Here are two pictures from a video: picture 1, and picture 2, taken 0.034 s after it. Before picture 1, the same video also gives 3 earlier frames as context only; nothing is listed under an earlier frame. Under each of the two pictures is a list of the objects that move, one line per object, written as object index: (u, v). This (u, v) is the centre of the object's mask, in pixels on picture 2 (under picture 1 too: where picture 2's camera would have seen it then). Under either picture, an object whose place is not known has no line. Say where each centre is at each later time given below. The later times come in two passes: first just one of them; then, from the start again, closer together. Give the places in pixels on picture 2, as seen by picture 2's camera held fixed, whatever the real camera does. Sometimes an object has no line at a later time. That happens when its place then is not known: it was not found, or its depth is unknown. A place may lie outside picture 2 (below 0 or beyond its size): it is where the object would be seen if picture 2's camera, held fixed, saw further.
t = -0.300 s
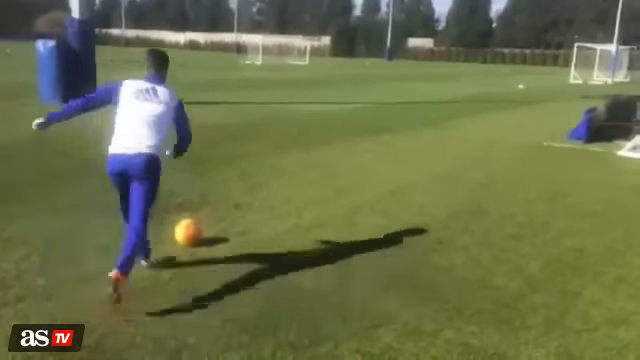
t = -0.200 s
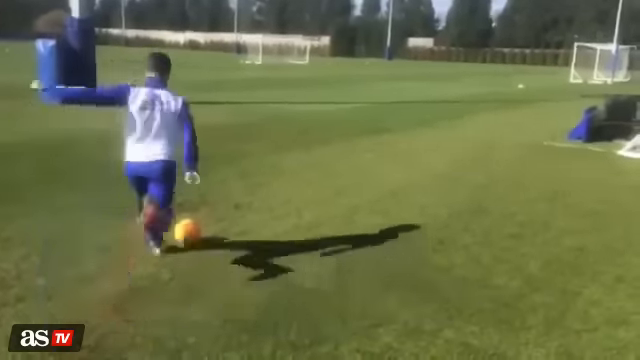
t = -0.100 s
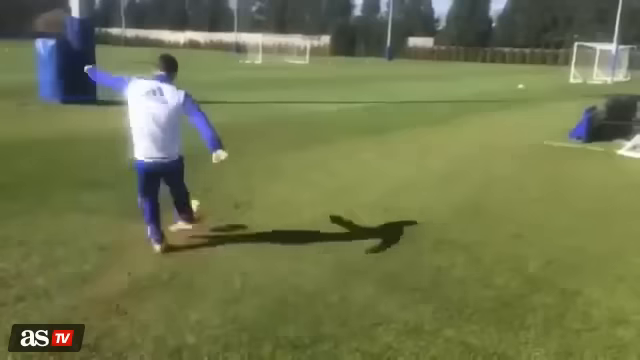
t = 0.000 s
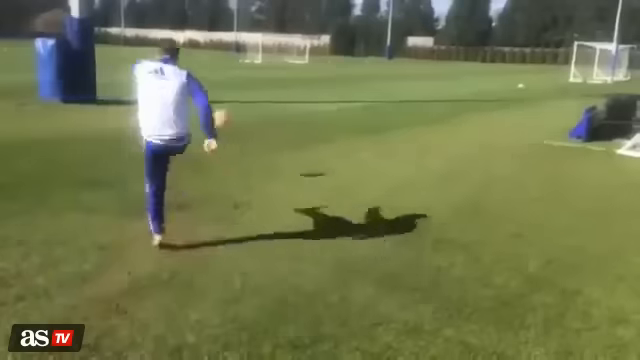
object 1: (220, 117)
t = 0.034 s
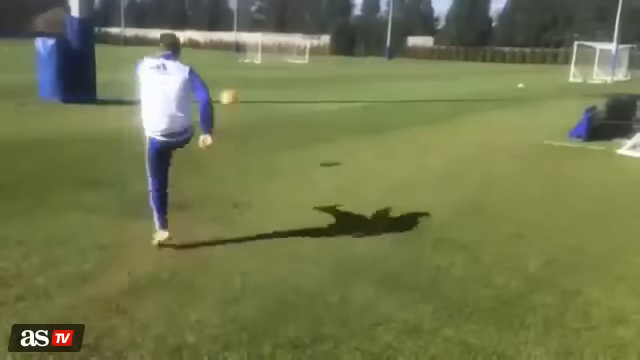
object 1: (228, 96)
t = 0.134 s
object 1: (246, 55)
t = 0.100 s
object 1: (241, 66)
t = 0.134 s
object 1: (246, 55)
